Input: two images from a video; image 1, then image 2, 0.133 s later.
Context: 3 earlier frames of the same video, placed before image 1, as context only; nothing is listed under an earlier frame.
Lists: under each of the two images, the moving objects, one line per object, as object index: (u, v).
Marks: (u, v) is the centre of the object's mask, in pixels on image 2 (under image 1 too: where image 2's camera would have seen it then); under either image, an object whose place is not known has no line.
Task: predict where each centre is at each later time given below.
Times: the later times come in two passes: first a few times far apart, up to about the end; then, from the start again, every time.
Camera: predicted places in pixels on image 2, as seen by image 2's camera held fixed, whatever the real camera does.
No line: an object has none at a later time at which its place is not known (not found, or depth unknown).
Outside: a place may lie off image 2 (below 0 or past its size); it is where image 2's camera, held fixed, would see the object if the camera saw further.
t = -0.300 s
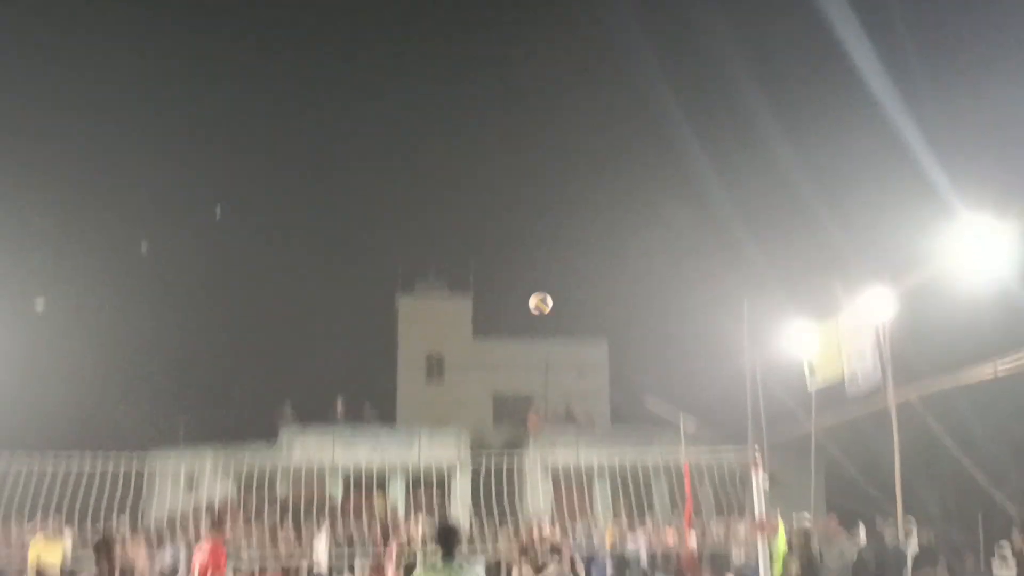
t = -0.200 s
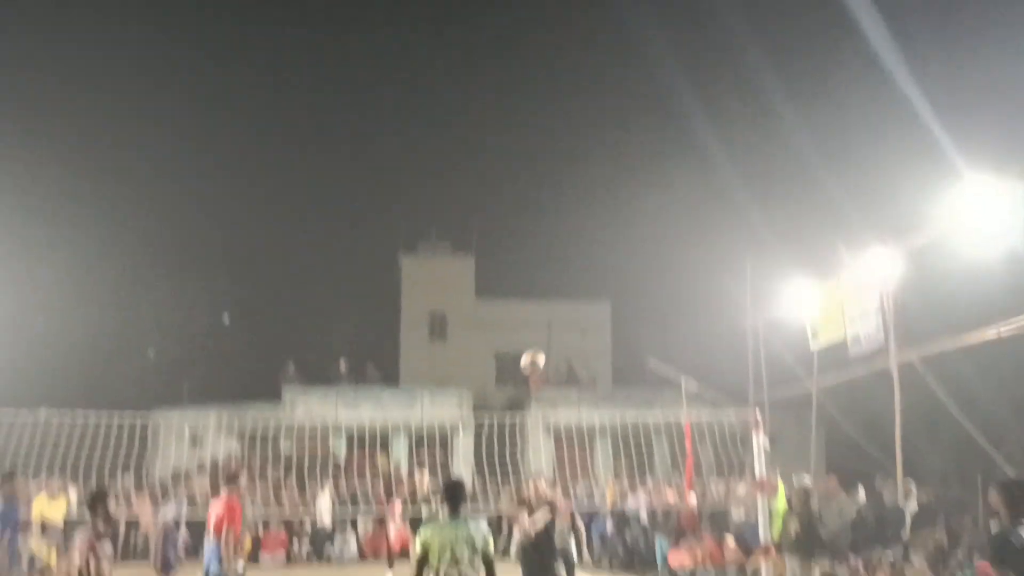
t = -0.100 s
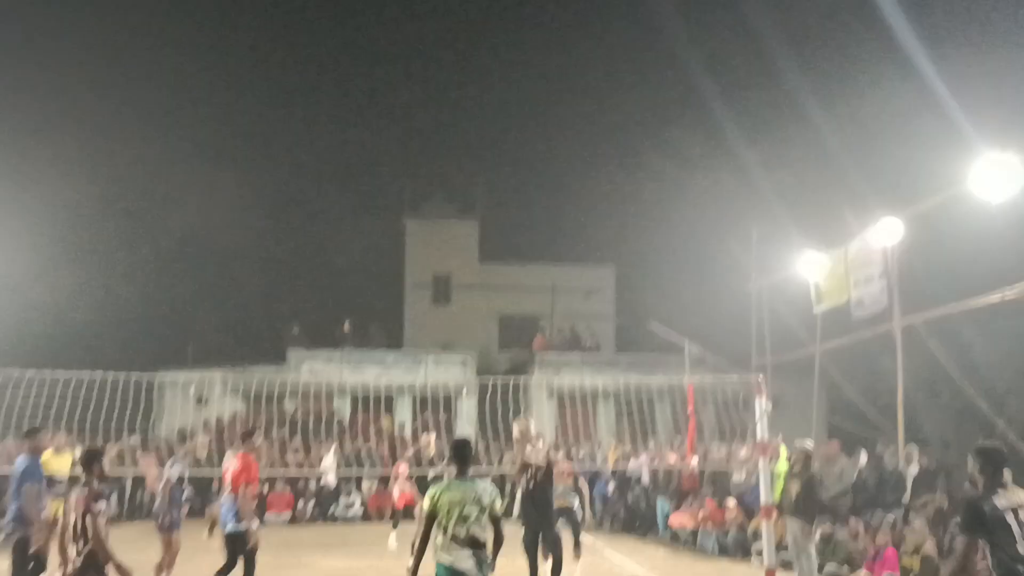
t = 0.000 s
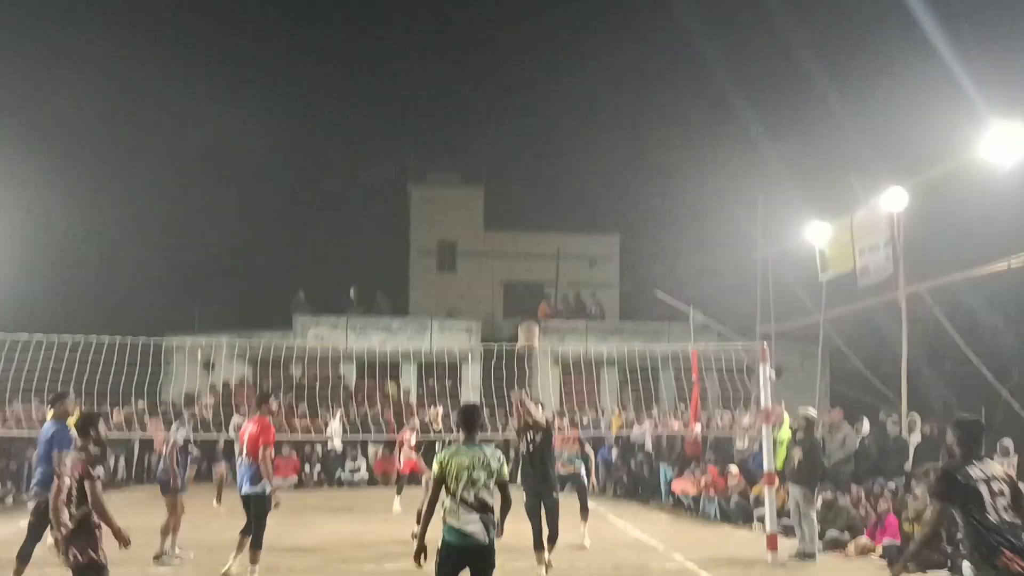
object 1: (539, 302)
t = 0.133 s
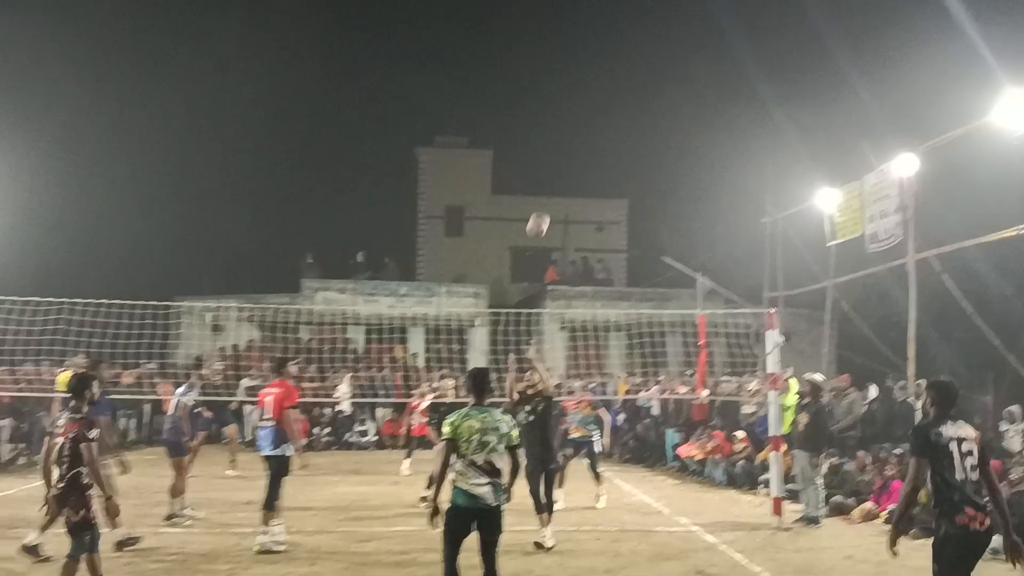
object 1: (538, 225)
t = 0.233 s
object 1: (538, 183)
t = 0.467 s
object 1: (541, 133)
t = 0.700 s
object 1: (543, 131)
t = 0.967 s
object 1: (545, 175)
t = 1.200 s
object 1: (546, 243)
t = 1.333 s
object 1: (545, 291)
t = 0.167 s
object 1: (538, 208)
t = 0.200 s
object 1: (537, 196)
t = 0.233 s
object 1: (538, 183)
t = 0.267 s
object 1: (538, 173)
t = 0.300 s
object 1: (538, 163)
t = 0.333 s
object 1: (539, 154)
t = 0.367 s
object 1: (539, 147)
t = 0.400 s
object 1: (539, 141)
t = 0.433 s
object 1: (540, 136)
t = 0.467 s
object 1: (541, 133)
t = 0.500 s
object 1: (541, 130)
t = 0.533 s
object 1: (541, 127)
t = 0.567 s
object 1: (542, 127)
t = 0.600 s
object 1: (542, 126)
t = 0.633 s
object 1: (542, 126)
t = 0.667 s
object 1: (542, 128)
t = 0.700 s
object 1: (543, 131)
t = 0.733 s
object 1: (543, 134)
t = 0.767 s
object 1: (543, 137)
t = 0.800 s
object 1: (543, 142)
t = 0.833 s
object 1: (544, 147)
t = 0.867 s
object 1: (544, 153)
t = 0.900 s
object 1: (544, 160)
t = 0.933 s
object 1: (544, 166)
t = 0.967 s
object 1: (545, 175)
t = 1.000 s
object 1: (546, 183)
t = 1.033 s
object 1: (546, 192)
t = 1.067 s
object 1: (546, 201)
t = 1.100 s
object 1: (547, 211)
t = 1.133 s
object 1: (546, 221)
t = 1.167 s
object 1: (546, 232)
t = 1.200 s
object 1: (546, 243)
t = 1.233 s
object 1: (546, 254)
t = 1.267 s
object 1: (545, 268)
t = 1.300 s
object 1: (545, 278)
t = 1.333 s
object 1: (545, 291)
